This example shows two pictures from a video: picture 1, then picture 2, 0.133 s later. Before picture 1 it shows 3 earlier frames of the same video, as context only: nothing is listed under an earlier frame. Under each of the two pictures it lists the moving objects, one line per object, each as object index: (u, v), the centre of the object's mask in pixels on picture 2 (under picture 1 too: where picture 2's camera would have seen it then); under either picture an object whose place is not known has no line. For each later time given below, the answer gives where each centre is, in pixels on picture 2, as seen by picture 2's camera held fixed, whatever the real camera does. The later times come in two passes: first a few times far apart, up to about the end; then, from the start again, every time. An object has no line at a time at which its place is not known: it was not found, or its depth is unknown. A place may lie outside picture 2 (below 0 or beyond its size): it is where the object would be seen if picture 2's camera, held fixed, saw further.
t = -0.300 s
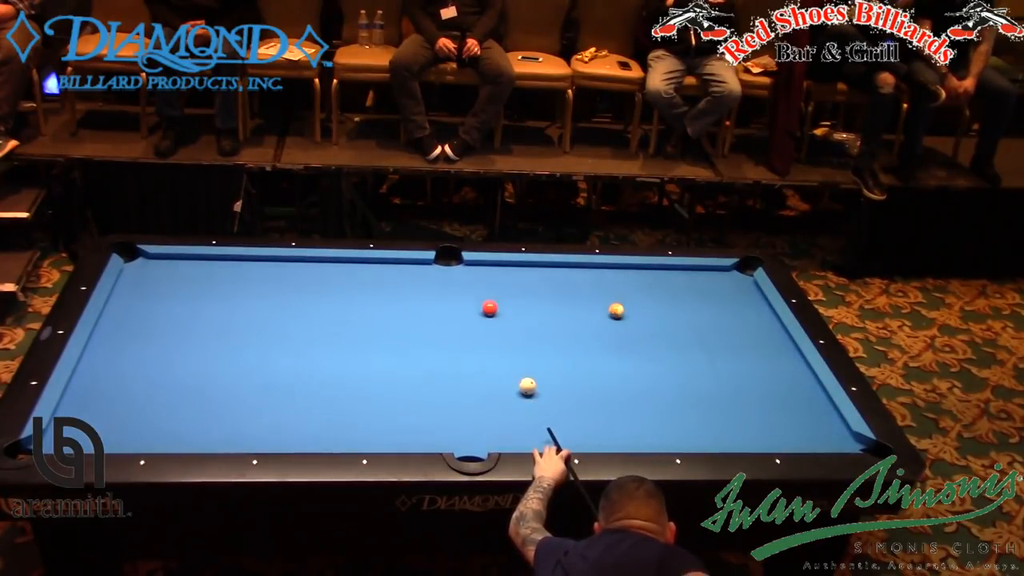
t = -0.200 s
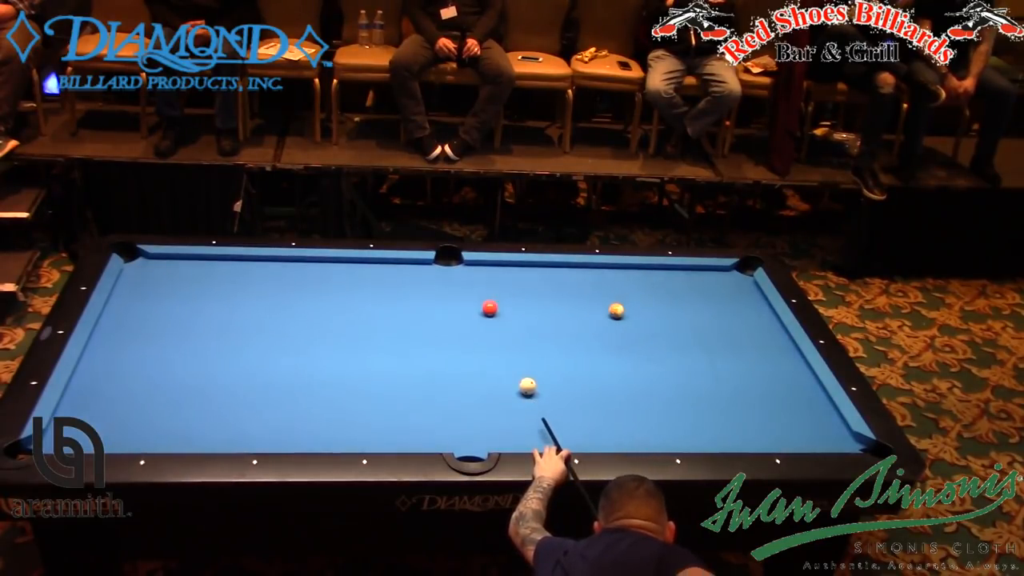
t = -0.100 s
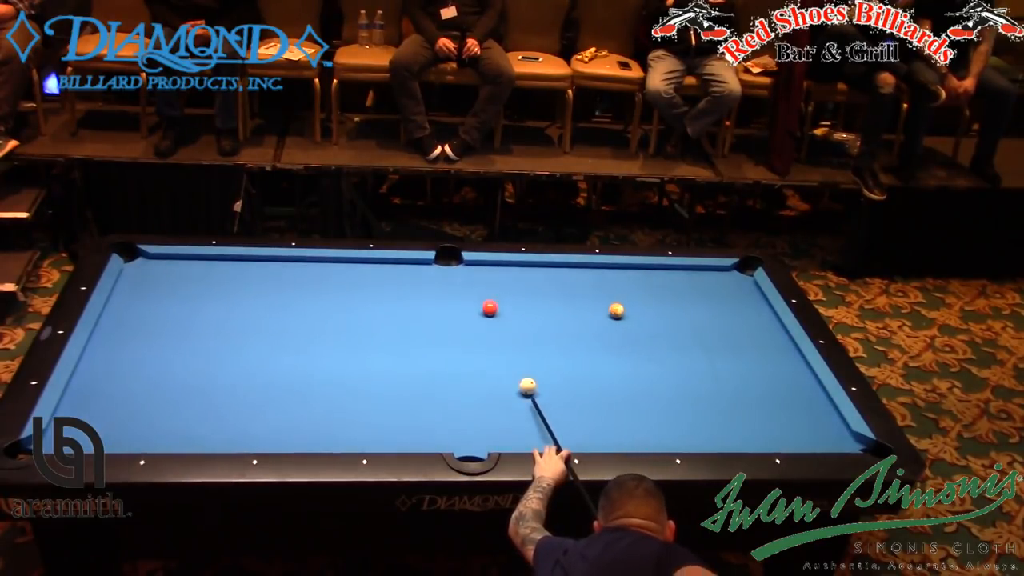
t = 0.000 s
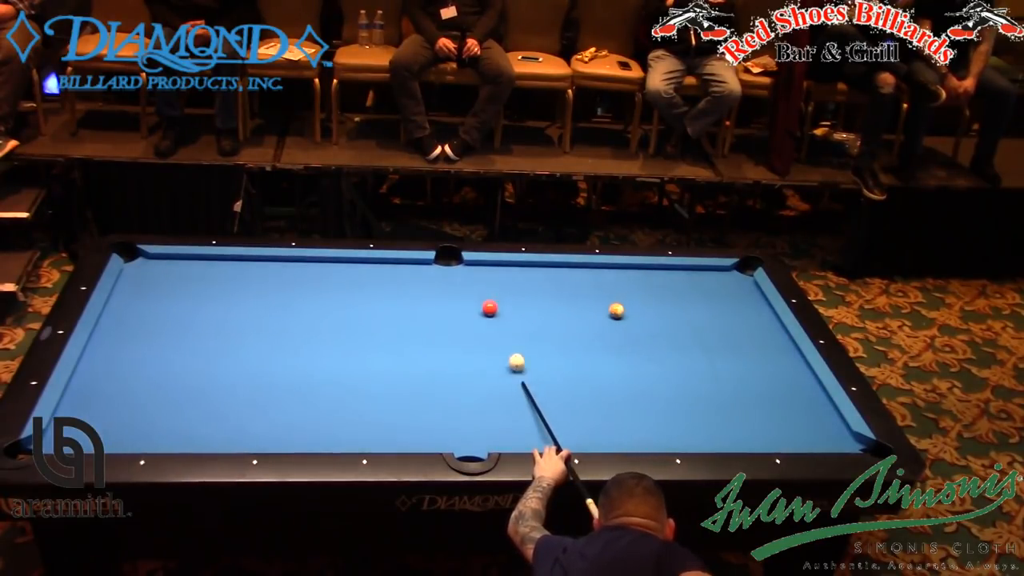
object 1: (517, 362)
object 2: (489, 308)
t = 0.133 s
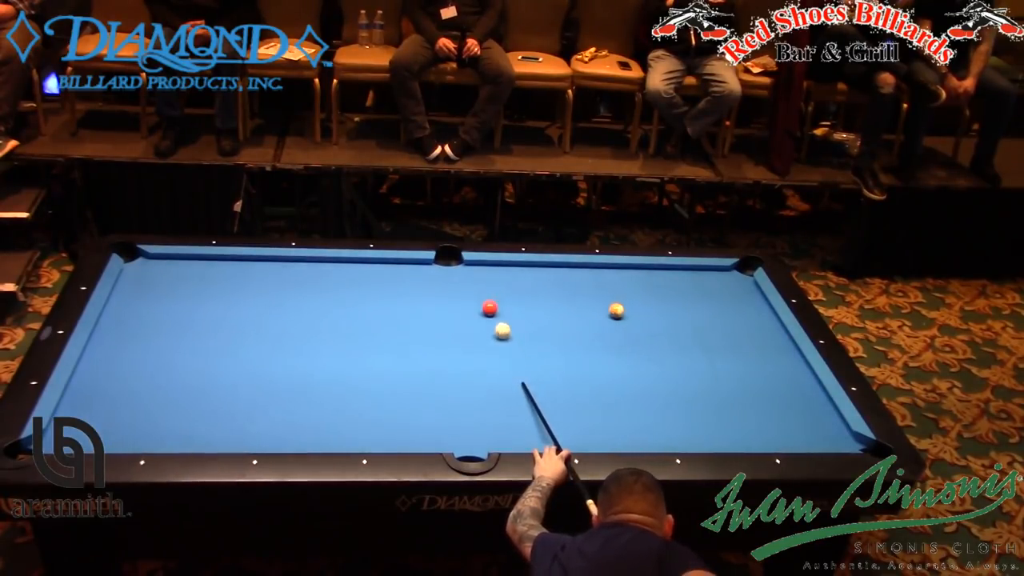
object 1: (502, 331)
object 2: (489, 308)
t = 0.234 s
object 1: (496, 315)
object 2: (487, 305)
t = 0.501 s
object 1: (504, 314)
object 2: (464, 275)
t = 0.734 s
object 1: (510, 313)
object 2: (447, 258)
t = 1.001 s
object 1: (515, 312)
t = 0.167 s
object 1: (500, 325)
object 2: (489, 308)
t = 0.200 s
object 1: (497, 318)
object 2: (488, 307)
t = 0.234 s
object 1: (496, 315)
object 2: (487, 305)
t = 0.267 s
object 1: (497, 315)
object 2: (484, 301)
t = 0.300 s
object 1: (498, 315)
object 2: (481, 297)
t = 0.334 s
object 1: (499, 315)
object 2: (478, 292)
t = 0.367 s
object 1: (500, 314)
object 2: (475, 289)
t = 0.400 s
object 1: (501, 314)
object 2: (472, 285)
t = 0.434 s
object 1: (502, 314)
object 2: (469, 282)
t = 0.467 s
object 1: (503, 314)
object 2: (467, 278)
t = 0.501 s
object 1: (504, 314)
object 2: (464, 275)
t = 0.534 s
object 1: (505, 314)
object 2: (462, 271)
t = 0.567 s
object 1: (506, 314)
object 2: (459, 268)
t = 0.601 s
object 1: (507, 314)
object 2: (457, 265)
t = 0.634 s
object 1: (507, 313)
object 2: (454, 262)
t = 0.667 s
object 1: (508, 313)
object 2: (453, 259)
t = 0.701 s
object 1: (509, 313)
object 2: (450, 257)
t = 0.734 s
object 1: (510, 313)
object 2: (447, 258)
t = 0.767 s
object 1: (510, 313)
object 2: (445, 261)
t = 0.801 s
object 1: (511, 313)
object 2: (445, 262)
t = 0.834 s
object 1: (512, 312)
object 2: (446, 263)
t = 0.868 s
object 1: (512, 312)
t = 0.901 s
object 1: (513, 312)
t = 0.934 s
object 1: (513, 312)
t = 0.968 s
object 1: (514, 312)
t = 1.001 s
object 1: (515, 312)
